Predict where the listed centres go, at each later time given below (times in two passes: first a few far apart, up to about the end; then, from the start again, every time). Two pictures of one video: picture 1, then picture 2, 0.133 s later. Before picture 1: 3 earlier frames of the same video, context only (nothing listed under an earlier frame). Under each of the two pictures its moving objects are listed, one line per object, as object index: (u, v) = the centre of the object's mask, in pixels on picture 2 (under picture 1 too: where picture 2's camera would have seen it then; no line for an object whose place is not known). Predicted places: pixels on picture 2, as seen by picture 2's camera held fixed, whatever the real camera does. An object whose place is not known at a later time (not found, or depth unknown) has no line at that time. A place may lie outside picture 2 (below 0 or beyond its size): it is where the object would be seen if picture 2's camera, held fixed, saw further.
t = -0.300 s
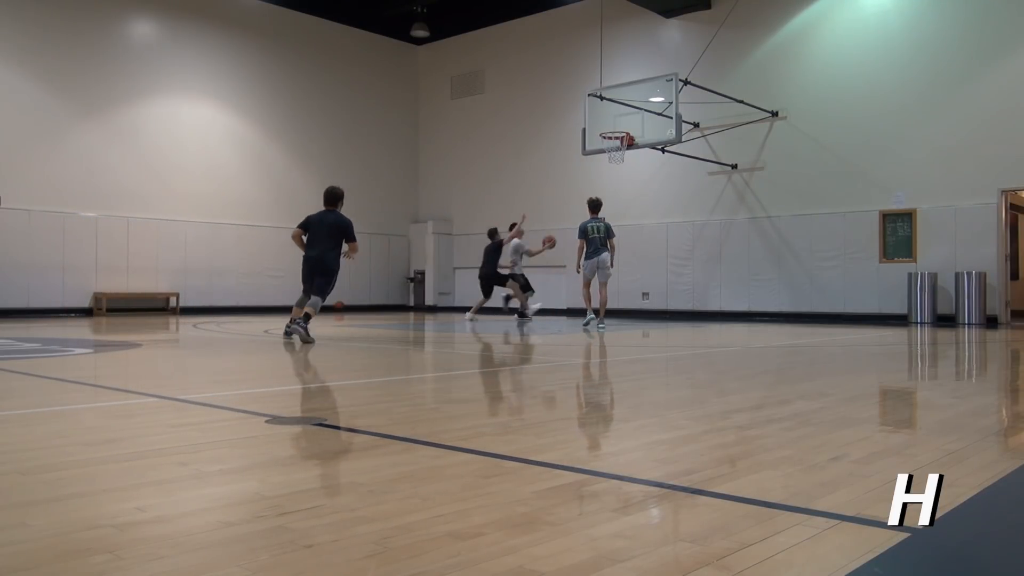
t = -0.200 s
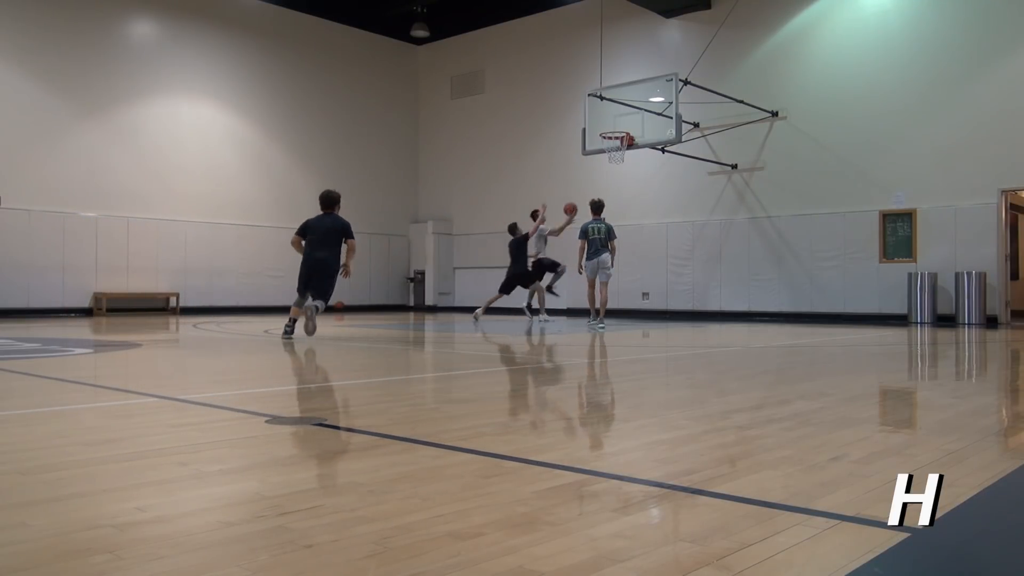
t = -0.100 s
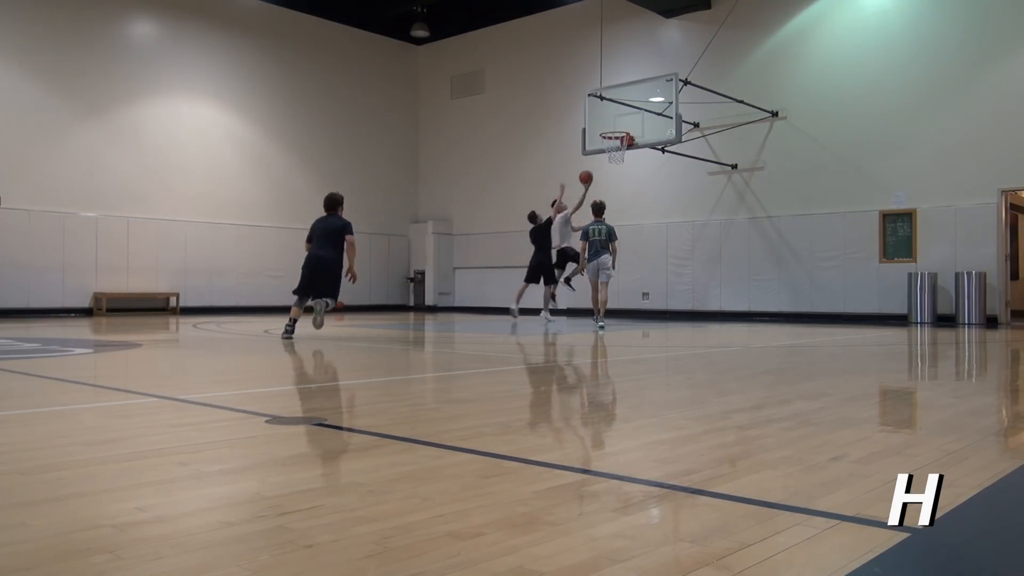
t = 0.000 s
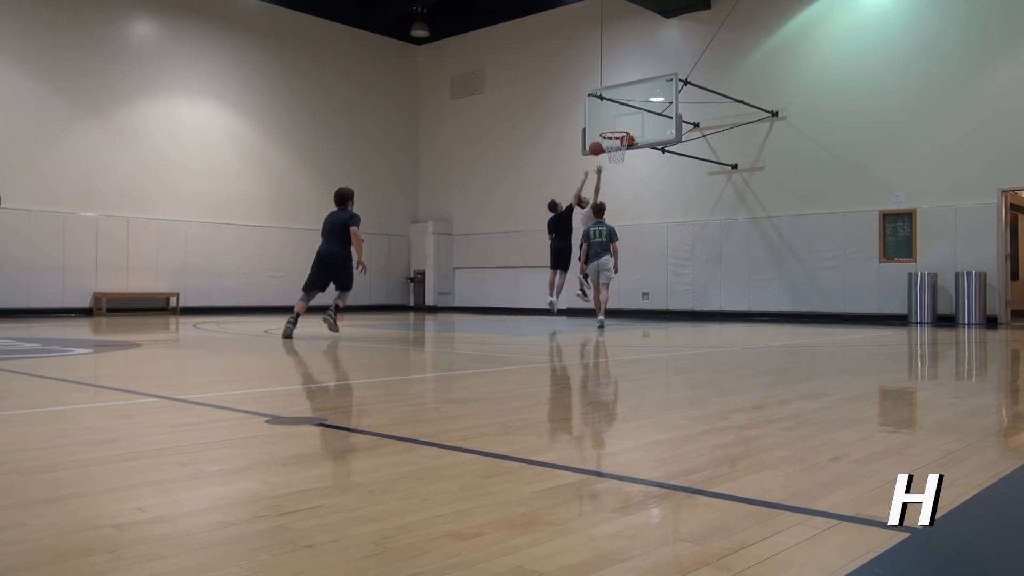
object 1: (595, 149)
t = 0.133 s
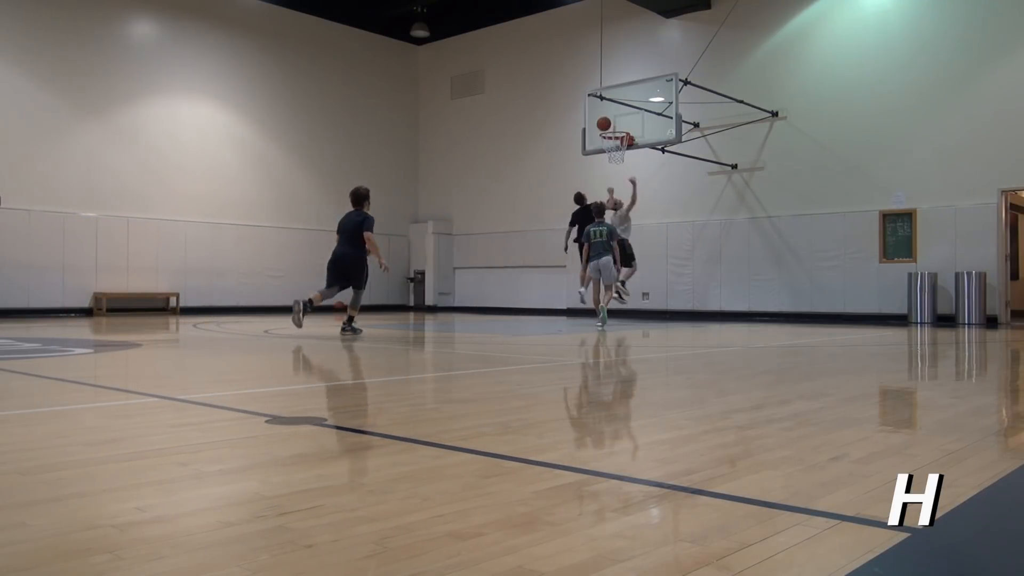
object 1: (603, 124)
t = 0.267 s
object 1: (606, 114)
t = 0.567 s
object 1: (612, 131)
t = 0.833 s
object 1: (618, 163)
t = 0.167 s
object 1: (604, 120)
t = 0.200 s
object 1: (605, 118)
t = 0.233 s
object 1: (605, 116)
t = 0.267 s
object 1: (606, 114)
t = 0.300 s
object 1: (607, 114)
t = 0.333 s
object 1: (607, 114)
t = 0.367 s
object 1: (608, 114)
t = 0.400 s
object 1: (608, 115)
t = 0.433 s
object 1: (609, 117)
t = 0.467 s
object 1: (610, 120)
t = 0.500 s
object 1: (610, 123)
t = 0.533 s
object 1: (611, 127)
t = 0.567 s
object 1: (612, 131)
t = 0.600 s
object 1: (612, 137)
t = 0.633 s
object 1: (612, 142)
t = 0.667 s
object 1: (613, 149)
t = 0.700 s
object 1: (614, 152)
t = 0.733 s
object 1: (615, 157)
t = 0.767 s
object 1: (616, 158)
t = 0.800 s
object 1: (617, 160)
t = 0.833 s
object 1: (618, 163)
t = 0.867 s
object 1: (619, 168)
